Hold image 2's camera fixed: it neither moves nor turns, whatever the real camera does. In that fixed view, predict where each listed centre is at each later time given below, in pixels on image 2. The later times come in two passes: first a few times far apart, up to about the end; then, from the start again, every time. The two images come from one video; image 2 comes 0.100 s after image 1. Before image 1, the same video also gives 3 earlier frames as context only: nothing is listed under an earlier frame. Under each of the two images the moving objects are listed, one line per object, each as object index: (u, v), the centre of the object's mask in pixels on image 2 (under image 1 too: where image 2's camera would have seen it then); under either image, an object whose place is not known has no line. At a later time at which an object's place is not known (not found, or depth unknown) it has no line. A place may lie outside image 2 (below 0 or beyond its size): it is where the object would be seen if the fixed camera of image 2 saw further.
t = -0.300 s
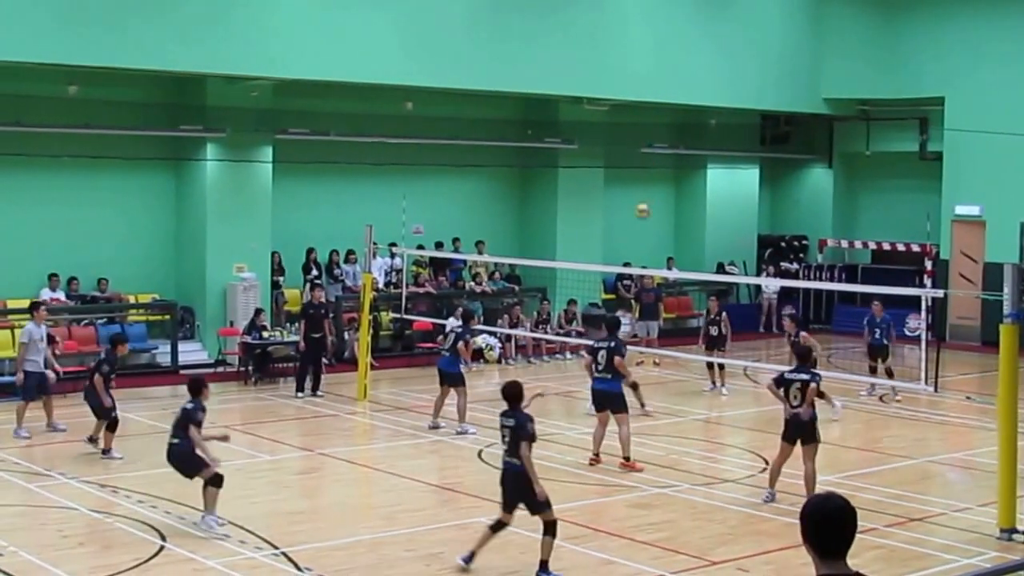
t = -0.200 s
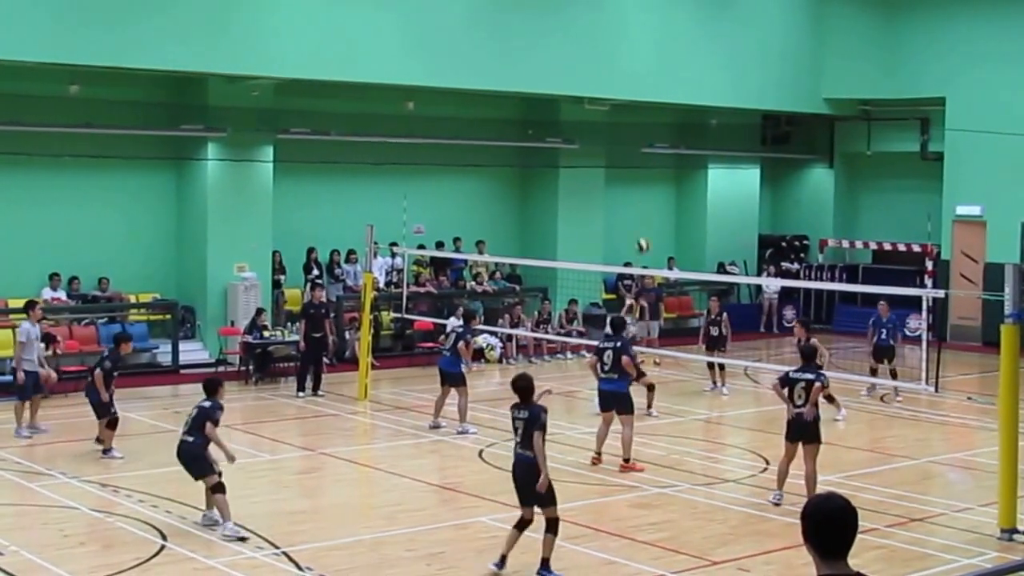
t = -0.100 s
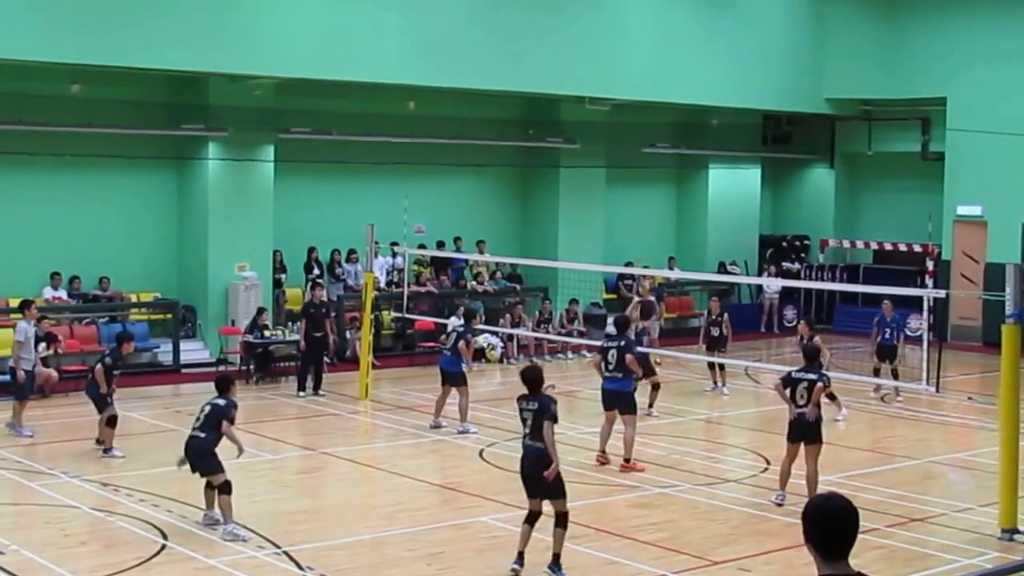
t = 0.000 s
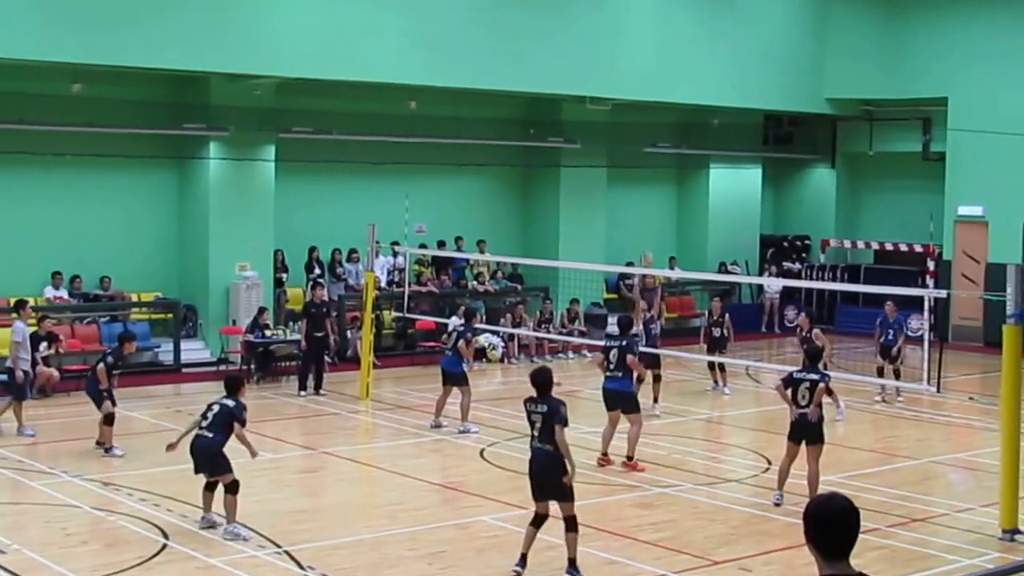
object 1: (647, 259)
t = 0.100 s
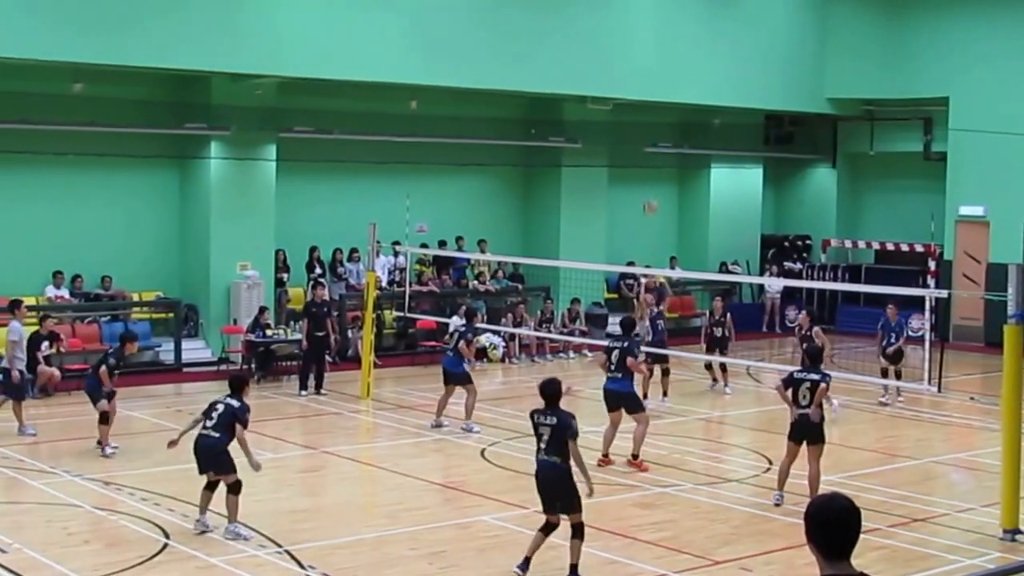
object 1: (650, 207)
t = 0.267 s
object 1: (656, 133)
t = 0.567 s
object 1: (667, 49)
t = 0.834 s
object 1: (675, 27)
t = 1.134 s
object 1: (684, 64)
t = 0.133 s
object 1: (652, 189)
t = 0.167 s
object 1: (653, 173)
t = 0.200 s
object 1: (654, 159)
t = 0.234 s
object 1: (655, 145)
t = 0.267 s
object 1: (656, 133)
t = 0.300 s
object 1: (658, 120)
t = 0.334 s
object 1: (659, 109)
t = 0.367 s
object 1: (659, 98)
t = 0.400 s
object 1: (660, 87)
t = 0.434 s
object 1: (662, 78)
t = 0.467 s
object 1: (663, 70)
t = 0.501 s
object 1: (664, 62)
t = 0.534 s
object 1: (665, 55)
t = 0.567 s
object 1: (667, 49)
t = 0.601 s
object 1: (667, 44)
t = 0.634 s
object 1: (669, 39)
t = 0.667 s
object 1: (670, 35)
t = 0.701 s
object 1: (671, 32)
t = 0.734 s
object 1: (672, 29)
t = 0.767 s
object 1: (673, 28)
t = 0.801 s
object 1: (674, 27)
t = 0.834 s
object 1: (675, 27)
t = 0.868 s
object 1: (677, 28)
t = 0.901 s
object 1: (678, 30)
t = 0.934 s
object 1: (678, 32)
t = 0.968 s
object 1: (680, 35)
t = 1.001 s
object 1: (681, 39)
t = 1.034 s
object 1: (682, 44)
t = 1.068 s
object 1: (682, 50)
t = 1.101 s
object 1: (683, 56)
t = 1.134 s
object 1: (684, 64)
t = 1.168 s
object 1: (685, 72)
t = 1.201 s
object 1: (686, 82)
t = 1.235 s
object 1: (687, 91)
